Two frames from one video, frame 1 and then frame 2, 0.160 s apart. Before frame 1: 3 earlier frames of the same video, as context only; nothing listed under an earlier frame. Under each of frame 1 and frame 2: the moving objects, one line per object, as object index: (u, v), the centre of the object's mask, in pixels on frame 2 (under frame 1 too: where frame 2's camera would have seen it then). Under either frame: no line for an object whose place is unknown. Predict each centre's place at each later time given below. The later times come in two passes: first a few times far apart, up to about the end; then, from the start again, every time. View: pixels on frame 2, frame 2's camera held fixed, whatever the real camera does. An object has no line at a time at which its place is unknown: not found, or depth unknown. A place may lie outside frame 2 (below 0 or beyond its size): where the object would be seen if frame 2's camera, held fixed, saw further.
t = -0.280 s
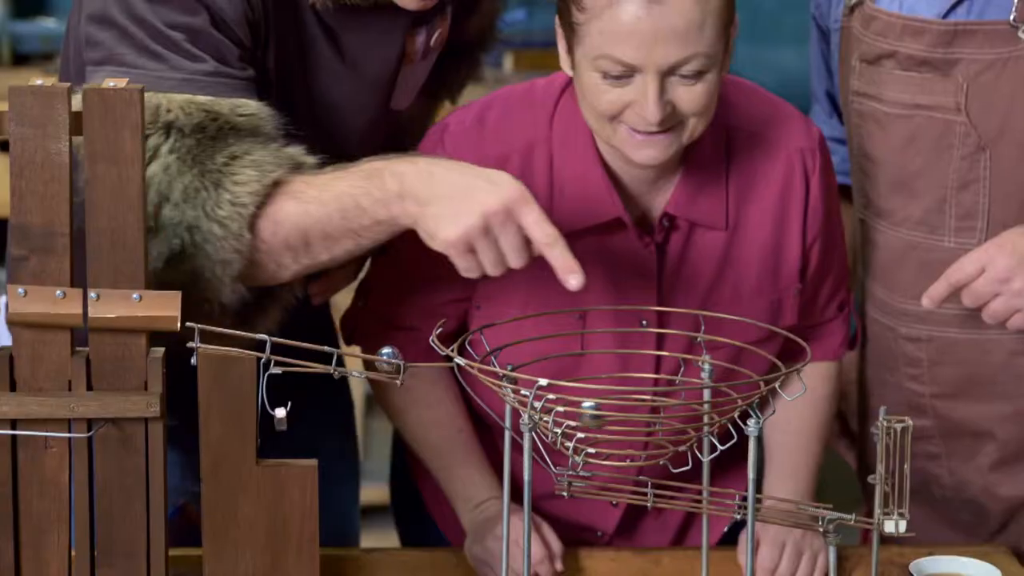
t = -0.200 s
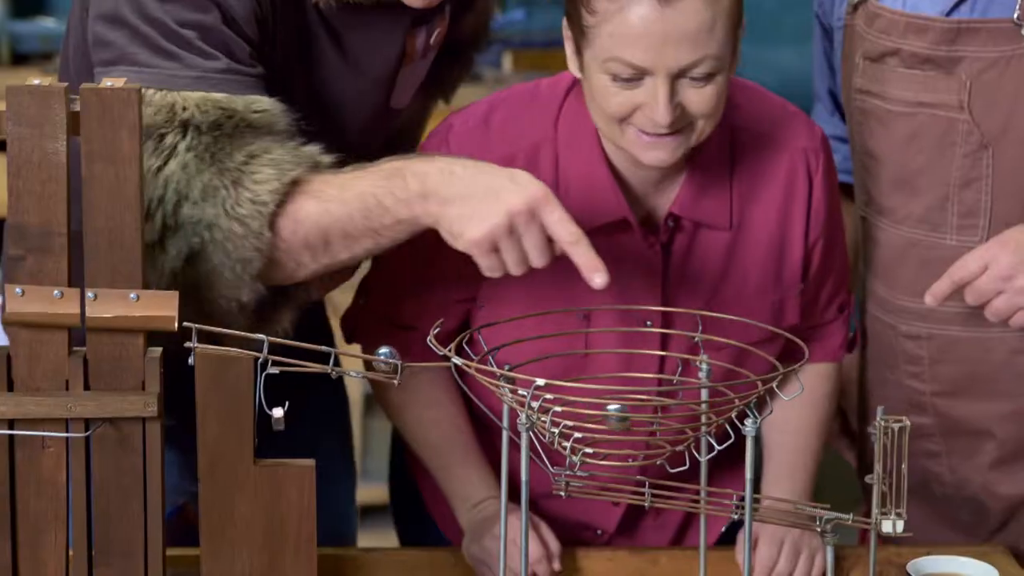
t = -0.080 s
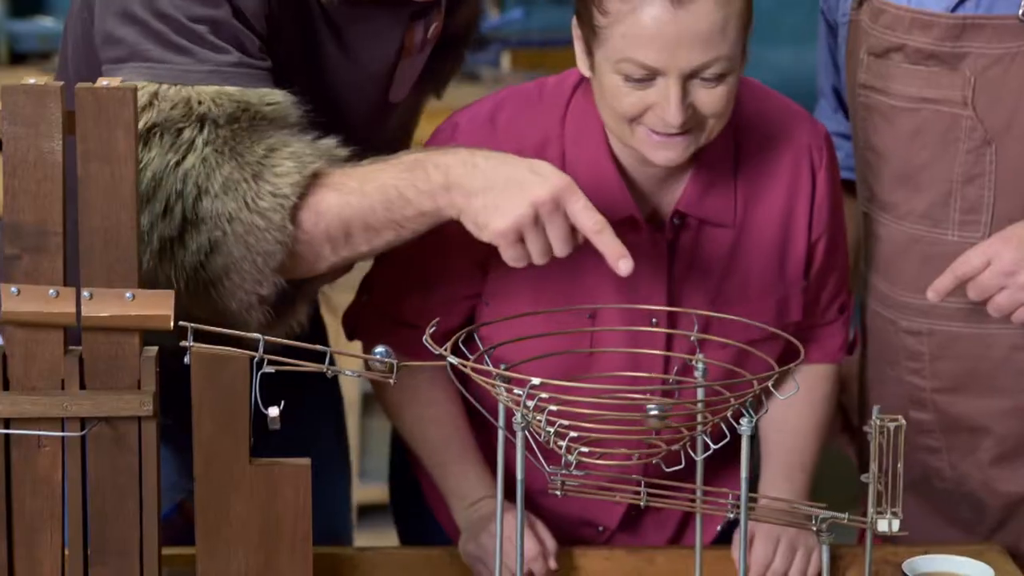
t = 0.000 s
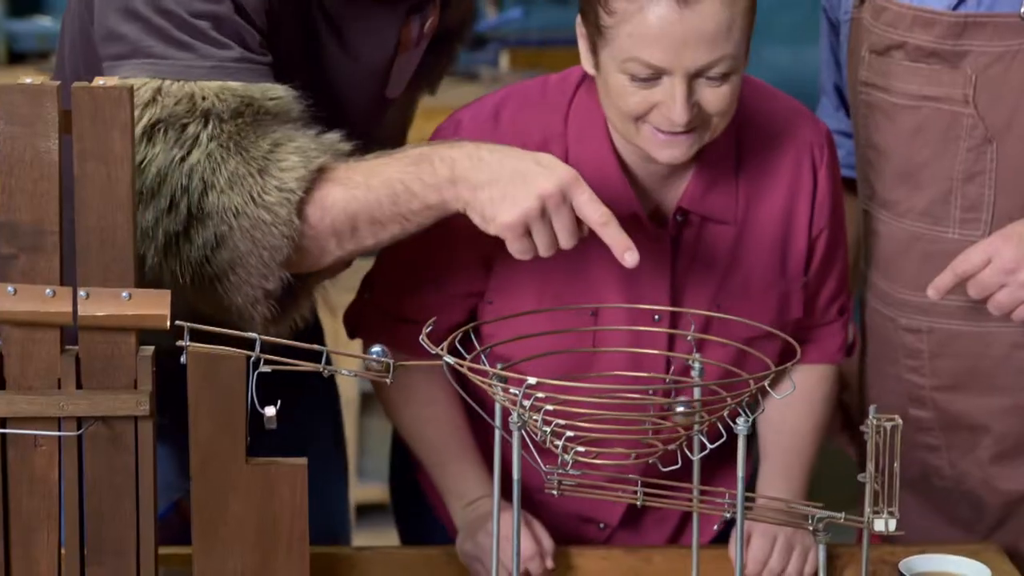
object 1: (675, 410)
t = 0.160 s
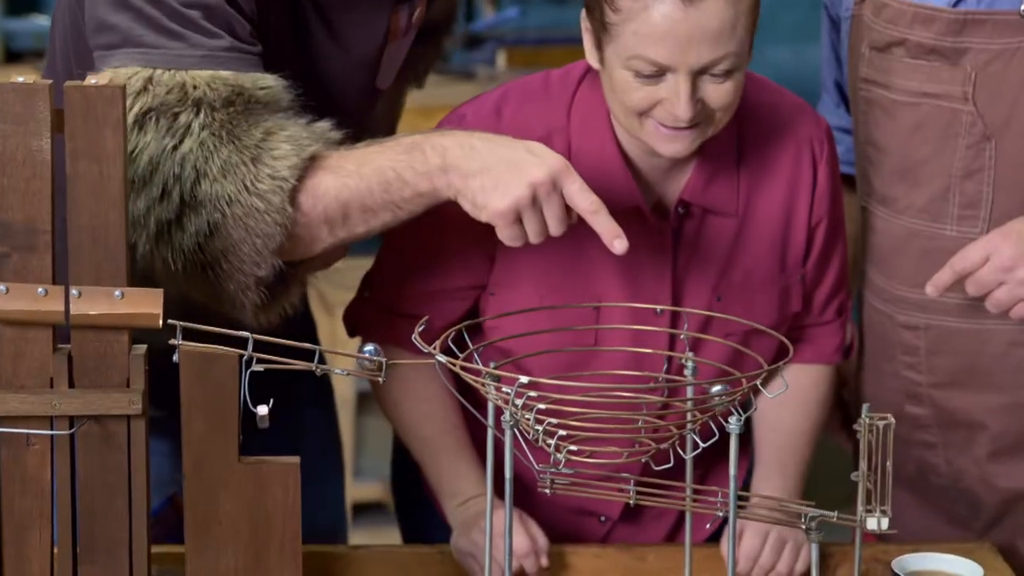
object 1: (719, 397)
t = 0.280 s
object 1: (728, 385)
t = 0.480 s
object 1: (698, 367)
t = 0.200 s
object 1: (724, 392)
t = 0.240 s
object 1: (727, 387)
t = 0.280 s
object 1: (728, 385)
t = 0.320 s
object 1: (728, 382)
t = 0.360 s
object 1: (724, 379)
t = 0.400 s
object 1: (718, 374)
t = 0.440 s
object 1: (709, 369)
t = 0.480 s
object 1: (698, 367)
